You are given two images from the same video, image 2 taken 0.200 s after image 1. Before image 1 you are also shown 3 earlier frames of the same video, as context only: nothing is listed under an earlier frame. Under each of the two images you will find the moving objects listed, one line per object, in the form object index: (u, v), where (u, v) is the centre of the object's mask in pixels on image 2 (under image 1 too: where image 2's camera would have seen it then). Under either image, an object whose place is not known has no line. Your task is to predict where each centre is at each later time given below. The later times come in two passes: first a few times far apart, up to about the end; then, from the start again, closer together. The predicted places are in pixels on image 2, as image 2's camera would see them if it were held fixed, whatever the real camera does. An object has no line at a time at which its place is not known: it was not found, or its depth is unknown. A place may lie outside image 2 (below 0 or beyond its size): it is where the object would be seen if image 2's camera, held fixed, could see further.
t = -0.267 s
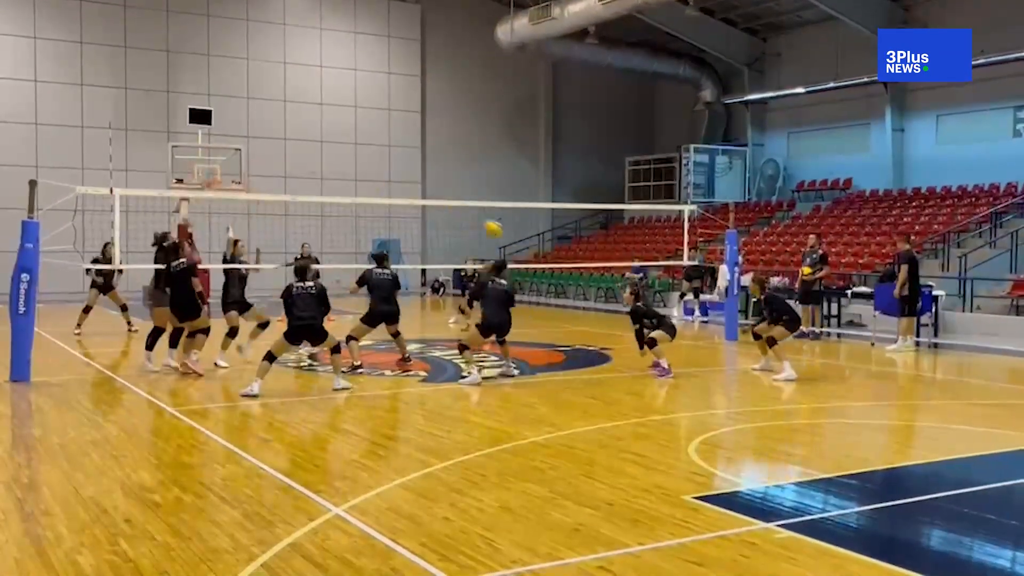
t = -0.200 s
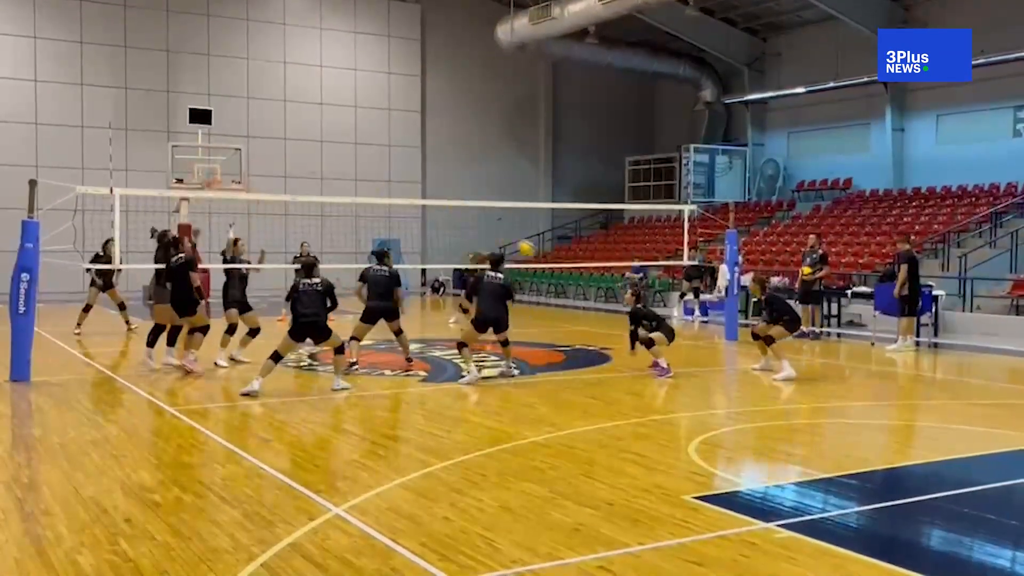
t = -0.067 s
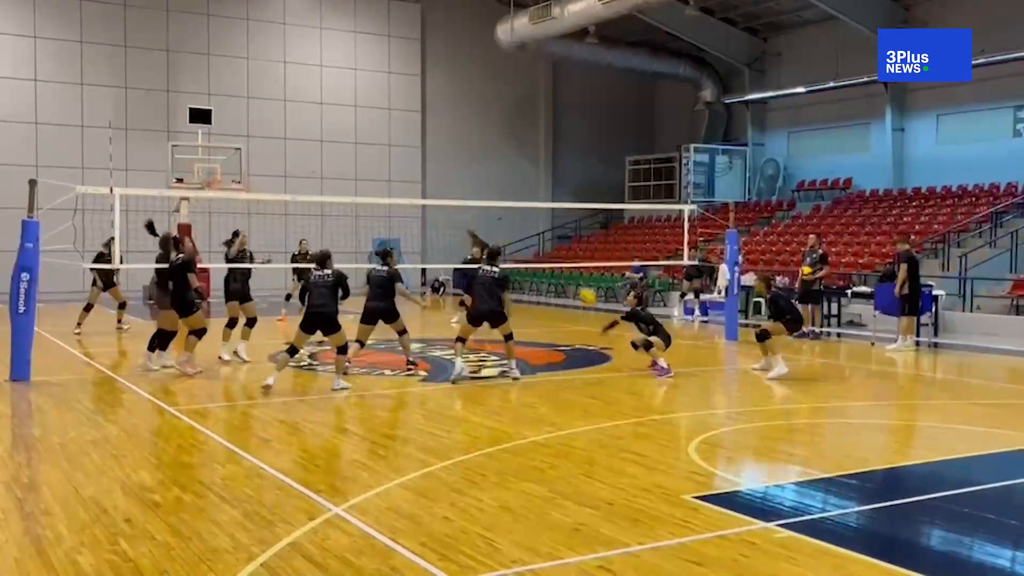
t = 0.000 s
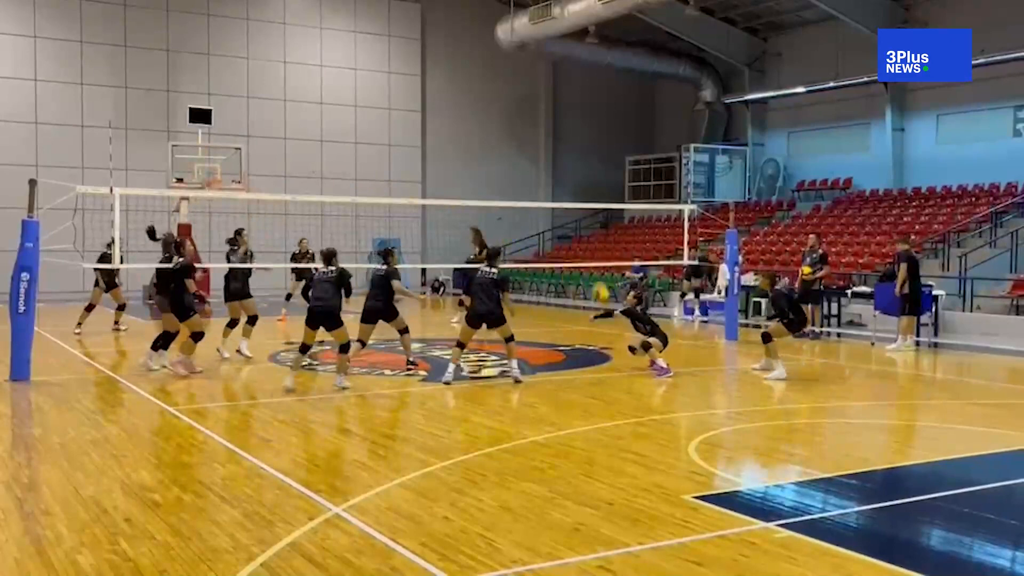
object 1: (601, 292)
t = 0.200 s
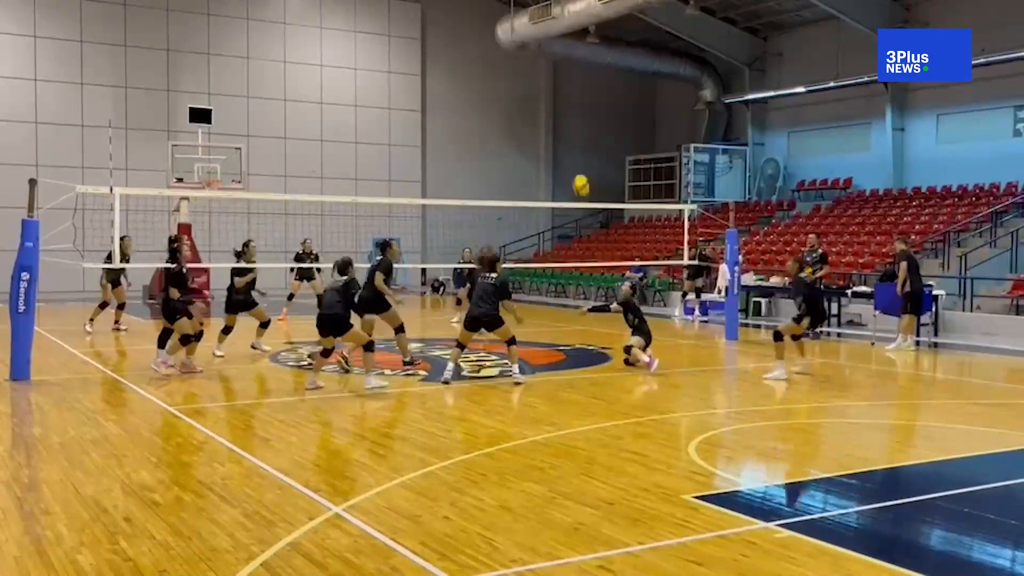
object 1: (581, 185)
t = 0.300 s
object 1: (571, 141)
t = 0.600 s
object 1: (541, 51)
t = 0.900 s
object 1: (511, 29)
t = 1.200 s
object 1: (478, 88)
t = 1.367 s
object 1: (459, 157)
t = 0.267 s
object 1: (574, 156)
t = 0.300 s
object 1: (571, 141)
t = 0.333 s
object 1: (567, 129)
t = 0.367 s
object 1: (564, 116)
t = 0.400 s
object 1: (561, 104)
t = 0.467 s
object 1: (554, 83)
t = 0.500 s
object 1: (551, 74)
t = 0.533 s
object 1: (548, 65)
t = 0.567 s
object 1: (544, 58)
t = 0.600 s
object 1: (541, 51)
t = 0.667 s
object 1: (534, 40)
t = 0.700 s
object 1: (531, 35)
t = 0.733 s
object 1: (528, 33)
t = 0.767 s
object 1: (524, 28)
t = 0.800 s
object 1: (520, 28)
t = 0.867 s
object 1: (514, 27)
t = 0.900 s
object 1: (511, 29)
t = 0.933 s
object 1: (506, 32)
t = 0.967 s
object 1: (503, 35)
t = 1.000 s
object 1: (500, 40)
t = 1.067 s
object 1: (493, 51)
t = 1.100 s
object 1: (489, 59)
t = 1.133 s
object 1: (486, 67)
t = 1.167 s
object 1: (482, 77)
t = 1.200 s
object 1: (478, 88)
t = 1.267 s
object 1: (471, 111)
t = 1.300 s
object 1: (468, 126)
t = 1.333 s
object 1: (464, 142)
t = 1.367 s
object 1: (459, 157)
